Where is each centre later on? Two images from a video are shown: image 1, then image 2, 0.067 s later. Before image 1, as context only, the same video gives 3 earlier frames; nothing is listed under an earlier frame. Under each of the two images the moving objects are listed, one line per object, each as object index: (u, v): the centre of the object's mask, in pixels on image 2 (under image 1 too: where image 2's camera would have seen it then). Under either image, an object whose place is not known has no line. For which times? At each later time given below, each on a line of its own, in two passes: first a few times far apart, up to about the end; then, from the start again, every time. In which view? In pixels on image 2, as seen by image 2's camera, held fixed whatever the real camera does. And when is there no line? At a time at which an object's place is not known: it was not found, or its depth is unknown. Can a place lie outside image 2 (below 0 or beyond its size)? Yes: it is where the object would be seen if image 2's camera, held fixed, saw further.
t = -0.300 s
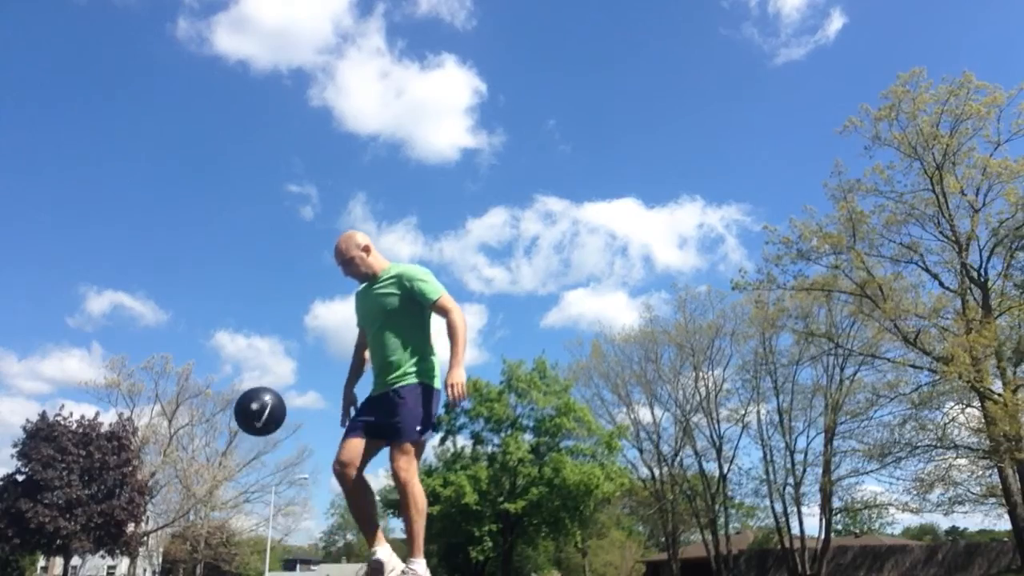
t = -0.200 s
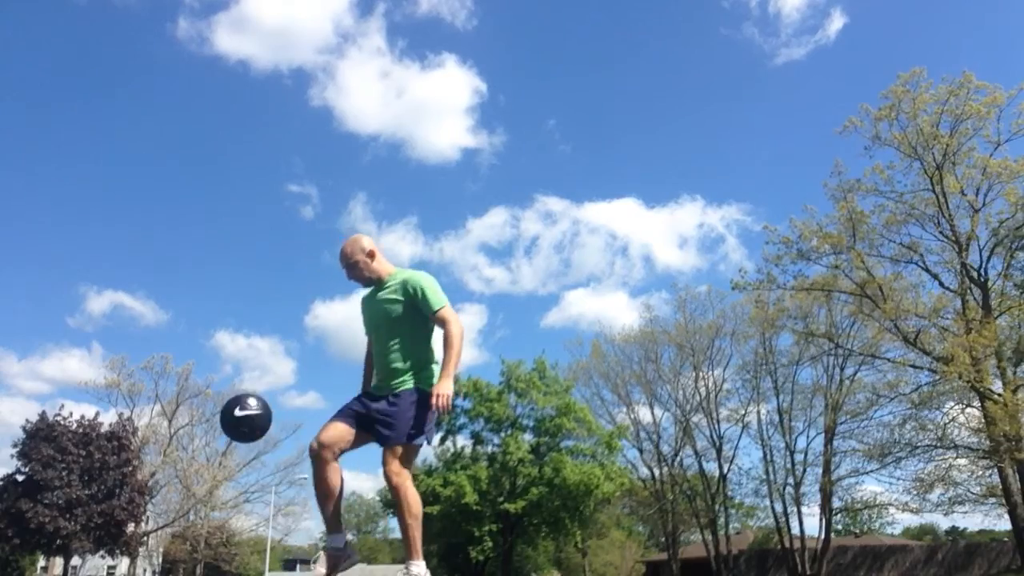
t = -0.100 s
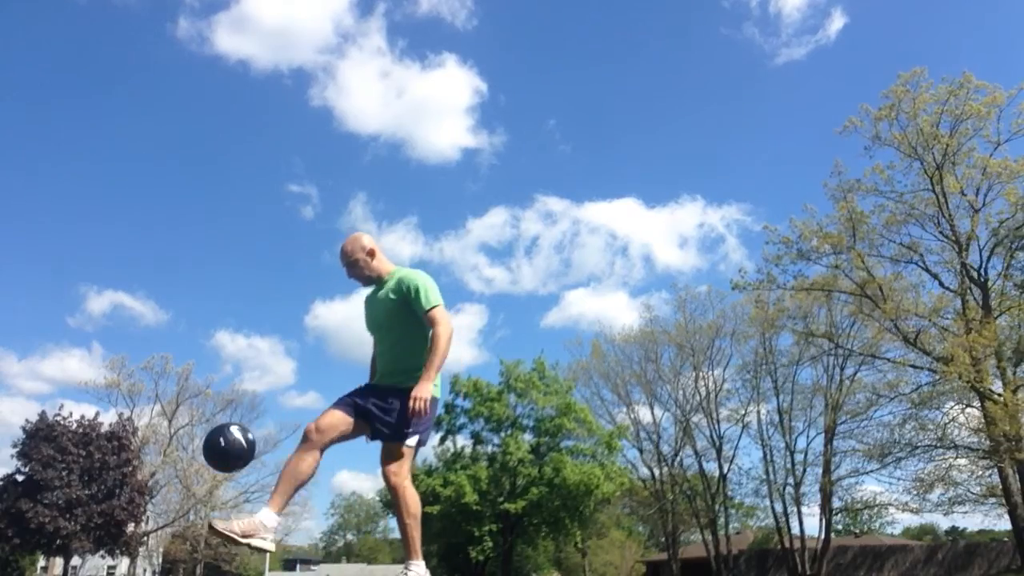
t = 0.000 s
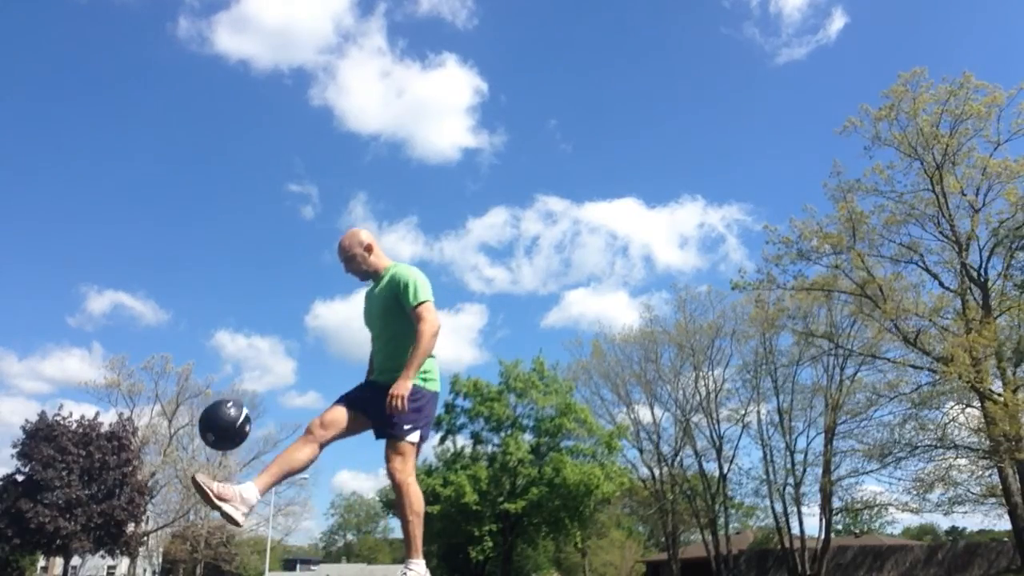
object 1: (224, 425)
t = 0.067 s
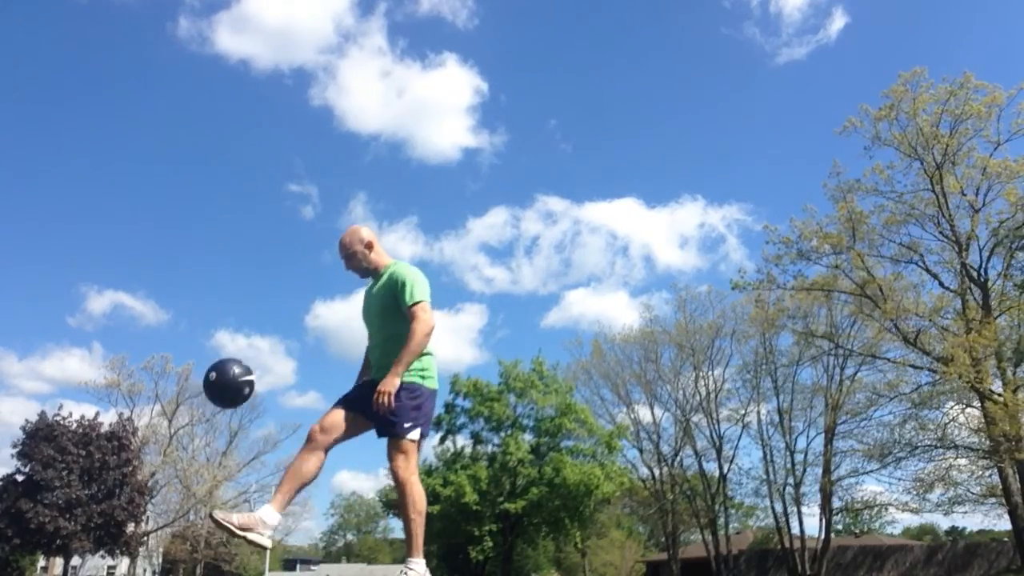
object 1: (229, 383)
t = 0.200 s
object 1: (235, 332)
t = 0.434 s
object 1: (239, 336)
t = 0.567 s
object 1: (237, 389)
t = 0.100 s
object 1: (231, 366)
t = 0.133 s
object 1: (232, 352)
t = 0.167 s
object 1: (234, 341)
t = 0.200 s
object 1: (235, 332)
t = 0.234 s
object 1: (236, 325)
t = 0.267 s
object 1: (237, 321)
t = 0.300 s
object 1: (238, 319)
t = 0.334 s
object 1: (239, 320)
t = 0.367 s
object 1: (239, 323)
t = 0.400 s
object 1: (239, 329)
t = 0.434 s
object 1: (239, 336)
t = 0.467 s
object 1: (239, 345)
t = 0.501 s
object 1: (239, 358)
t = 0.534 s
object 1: (238, 372)
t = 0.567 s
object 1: (237, 389)
